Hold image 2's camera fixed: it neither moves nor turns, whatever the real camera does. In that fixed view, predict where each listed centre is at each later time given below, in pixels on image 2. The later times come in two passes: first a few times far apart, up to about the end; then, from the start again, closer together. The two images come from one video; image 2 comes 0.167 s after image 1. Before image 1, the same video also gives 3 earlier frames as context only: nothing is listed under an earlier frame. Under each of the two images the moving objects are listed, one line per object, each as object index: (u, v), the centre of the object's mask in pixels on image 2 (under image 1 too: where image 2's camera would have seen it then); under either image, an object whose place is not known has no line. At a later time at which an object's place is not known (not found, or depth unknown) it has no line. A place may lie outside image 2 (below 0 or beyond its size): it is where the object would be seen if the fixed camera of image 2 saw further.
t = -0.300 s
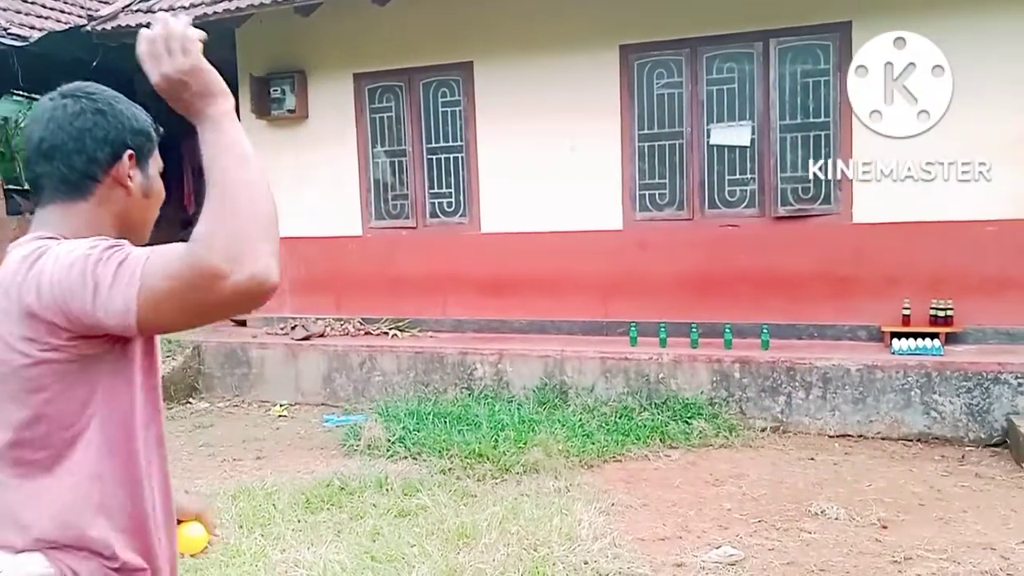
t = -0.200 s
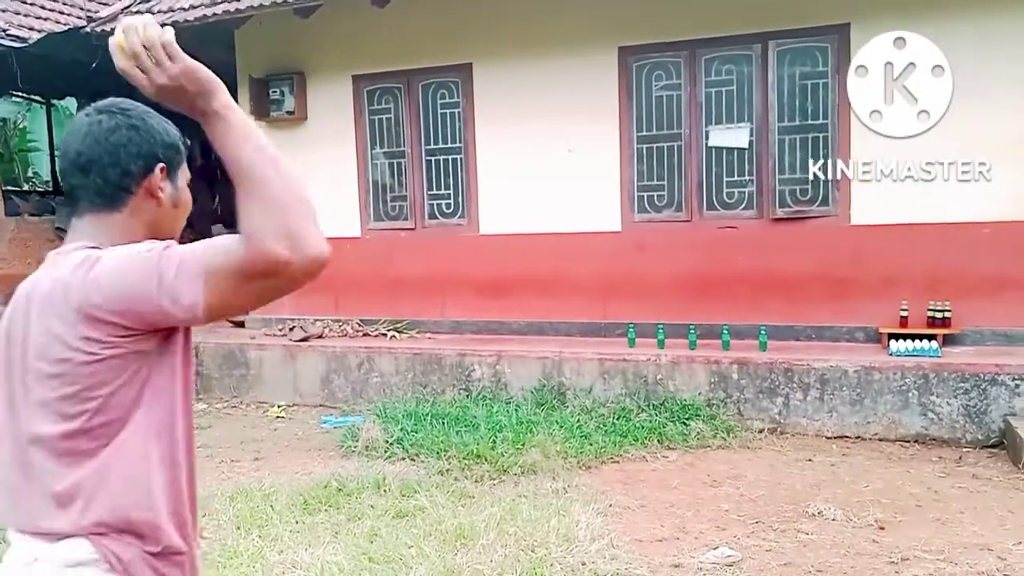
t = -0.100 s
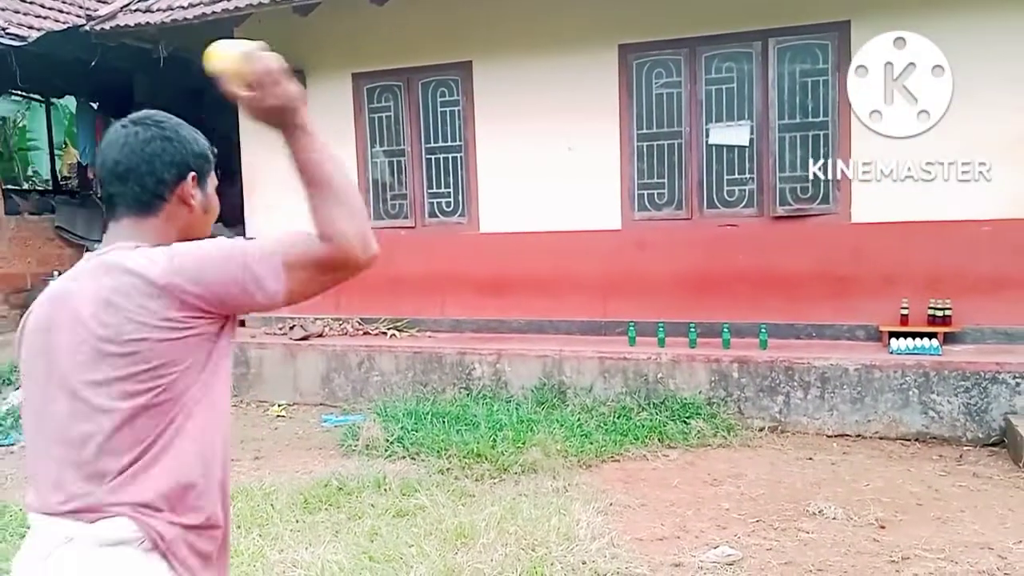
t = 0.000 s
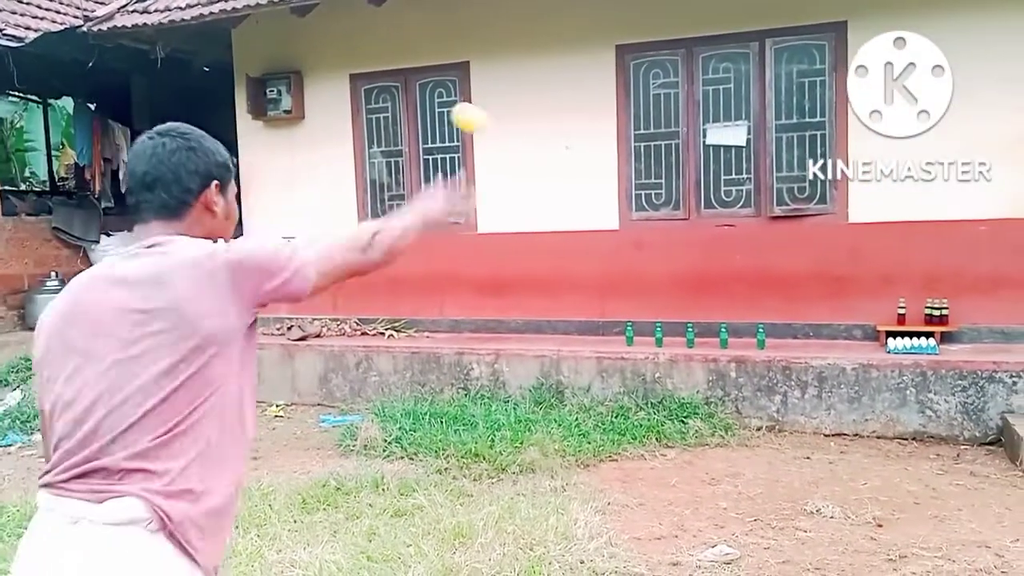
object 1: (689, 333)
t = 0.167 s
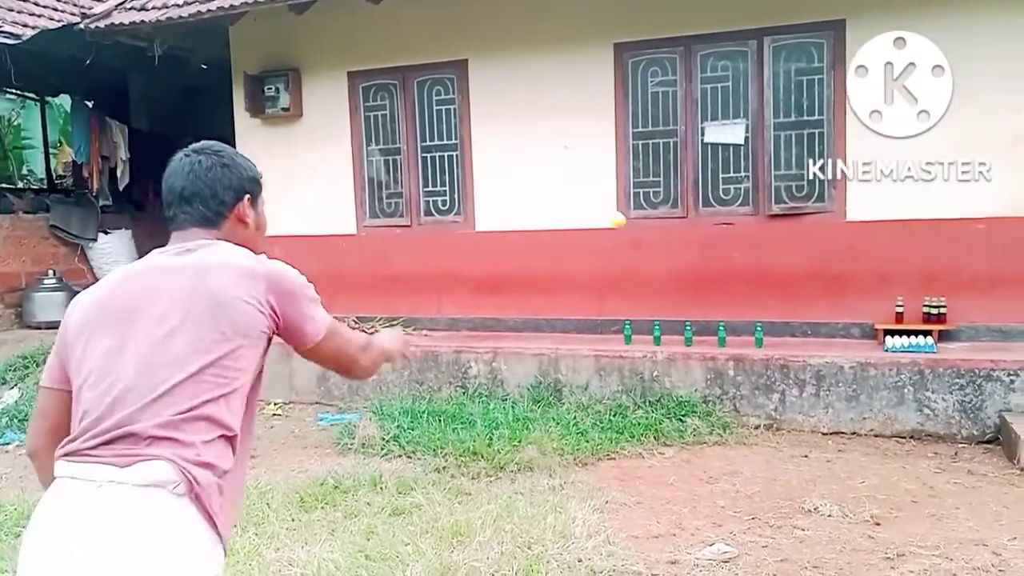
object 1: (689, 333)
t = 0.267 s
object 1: (688, 333)
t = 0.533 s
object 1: (688, 333)
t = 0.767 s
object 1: (688, 333)
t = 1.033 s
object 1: (688, 333)
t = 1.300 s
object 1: (689, 333)
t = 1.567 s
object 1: (688, 333)
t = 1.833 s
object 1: (688, 333)
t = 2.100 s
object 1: (688, 333)
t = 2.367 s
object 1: (688, 333)
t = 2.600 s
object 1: (688, 332)
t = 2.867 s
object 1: (688, 333)
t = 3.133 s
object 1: (688, 333)
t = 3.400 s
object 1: (690, 332)
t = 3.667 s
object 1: (688, 338)
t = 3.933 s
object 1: (682, 339)
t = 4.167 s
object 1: (678, 339)
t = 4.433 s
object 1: (675, 339)
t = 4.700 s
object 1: (671, 339)
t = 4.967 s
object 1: (667, 339)
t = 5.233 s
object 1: (668, 338)
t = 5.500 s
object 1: (668, 338)
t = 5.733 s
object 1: (668, 338)
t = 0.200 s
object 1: (689, 333)
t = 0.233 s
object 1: (689, 333)
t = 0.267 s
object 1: (688, 333)
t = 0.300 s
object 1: (689, 333)
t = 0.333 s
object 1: (688, 333)
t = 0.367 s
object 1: (688, 333)
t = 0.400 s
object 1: (688, 334)
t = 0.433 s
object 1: (689, 333)
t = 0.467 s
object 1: (688, 334)
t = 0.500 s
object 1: (688, 333)
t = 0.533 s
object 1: (688, 333)
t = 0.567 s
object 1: (688, 333)
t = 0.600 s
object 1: (688, 333)
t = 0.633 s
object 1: (688, 333)
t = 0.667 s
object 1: (688, 333)
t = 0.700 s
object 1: (688, 333)
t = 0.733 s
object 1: (688, 333)
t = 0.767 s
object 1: (688, 333)
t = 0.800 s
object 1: (688, 333)
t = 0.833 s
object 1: (688, 333)
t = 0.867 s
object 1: (688, 333)
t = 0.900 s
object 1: (688, 333)
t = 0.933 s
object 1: (688, 333)
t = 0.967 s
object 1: (688, 333)
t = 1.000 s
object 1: (688, 333)
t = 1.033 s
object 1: (688, 333)
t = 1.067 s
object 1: (688, 333)
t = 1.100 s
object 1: (688, 333)
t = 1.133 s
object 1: (688, 333)
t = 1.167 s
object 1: (688, 334)
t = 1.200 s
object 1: (688, 334)
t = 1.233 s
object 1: (689, 334)
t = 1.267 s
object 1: (689, 333)
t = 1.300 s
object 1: (689, 333)
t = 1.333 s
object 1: (688, 333)
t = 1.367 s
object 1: (688, 333)
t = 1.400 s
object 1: (688, 333)
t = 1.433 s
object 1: (688, 333)
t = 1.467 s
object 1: (688, 333)
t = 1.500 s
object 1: (688, 333)
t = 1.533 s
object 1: (688, 333)
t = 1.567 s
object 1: (688, 333)
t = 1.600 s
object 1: (688, 333)
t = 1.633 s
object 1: (688, 333)
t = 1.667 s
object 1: (688, 333)
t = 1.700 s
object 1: (689, 333)
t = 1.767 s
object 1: (688, 333)
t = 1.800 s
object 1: (688, 333)
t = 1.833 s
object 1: (688, 333)
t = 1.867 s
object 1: (689, 333)
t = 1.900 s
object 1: (689, 333)
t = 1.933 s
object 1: (688, 333)
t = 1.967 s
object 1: (688, 333)
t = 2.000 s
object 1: (688, 333)
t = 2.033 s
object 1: (688, 333)
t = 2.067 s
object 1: (688, 333)
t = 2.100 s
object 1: (688, 333)
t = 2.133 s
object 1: (688, 333)
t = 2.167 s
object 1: (688, 333)
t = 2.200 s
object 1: (688, 333)
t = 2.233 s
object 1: (688, 333)
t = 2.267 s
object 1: (688, 332)
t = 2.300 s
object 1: (688, 333)
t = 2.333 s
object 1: (688, 333)
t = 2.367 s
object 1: (688, 333)
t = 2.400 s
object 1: (688, 333)
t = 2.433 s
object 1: (688, 333)
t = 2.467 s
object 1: (688, 333)
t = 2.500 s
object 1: (688, 333)
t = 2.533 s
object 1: (688, 333)
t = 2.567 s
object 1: (688, 333)
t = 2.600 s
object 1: (688, 332)
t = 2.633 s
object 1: (688, 333)
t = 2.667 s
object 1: (688, 332)
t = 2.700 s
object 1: (688, 333)
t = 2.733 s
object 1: (688, 333)
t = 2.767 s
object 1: (688, 333)
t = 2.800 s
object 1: (688, 333)
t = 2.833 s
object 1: (688, 333)
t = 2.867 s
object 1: (688, 333)
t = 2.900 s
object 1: (689, 333)
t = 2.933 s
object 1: (688, 333)
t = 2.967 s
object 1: (688, 332)
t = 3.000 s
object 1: (688, 333)
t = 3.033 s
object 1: (688, 332)
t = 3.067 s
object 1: (688, 333)
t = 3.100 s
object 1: (688, 333)
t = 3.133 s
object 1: (688, 333)
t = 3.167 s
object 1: (688, 333)
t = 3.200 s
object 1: (688, 333)
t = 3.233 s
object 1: (689, 329)
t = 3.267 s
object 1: (689, 337)
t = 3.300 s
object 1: (690, 332)
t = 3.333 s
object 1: (690, 332)
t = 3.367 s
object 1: (690, 332)
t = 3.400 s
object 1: (690, 332)
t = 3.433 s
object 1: (690, 332)
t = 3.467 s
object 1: (689, 332)
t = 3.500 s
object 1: (689, 332)
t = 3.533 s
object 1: (689, 332)
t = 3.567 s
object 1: (689, 335)
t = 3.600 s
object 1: (688, 338)
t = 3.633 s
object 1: (688, 338)
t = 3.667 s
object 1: (688, 338)
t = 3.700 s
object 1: (687, 338)
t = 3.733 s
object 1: (687, 338)
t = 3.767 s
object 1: (686, 339)
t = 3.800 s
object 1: (685, 339)
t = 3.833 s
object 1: (684, 339)
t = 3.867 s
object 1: (684, 339)
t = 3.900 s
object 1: (683, 339)
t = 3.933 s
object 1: (682, 339)
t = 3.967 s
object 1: (682, 339)
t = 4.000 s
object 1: (681, 339)
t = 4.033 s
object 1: (680, 339)
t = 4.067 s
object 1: (680, 339)
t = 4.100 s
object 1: (679, 339)
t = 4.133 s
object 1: (679, 339)
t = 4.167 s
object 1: (678, 339)
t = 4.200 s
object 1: (678, 339)
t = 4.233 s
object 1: (677, 339)
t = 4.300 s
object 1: (676, 339)
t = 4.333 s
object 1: (676, 339)
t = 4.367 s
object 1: (675, 339)
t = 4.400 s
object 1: (675, 339)
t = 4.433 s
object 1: (675, 339)
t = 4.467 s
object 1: (674, 339)
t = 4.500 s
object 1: (674, 339)
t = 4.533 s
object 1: (673, 339)
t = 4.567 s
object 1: (673, 339)
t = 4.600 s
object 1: (672, 339)
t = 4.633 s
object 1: (671, 339)
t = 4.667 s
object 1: (671, 339)
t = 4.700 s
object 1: (671, 339)
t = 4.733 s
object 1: (670, 339)
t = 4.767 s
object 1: (669, 339)
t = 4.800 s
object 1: (669, 339)
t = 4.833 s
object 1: (669, 339)
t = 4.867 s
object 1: (668, 339)
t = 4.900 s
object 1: (667, 339)
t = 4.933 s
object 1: (667, 339)
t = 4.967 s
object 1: (667, 339)
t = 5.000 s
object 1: (667, 339)
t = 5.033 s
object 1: (667, 338)
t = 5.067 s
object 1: (667, 338)
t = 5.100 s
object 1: (667, 338)
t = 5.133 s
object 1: (667, 338)
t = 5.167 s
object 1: (667, 338)
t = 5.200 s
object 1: (667, 338)
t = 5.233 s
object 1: (668, 338)
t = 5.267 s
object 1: (667, 338)
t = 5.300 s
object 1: (667, 338)
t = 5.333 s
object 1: (668, 338)
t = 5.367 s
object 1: (668, 338)
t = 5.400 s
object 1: (668, 338)
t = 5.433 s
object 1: (668, 338)
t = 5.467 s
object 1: (668, 338)
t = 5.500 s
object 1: (668, 338)
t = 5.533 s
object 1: (668, 338)
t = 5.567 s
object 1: (668, 338)
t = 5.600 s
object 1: (668, 338)
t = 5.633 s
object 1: (668, 338)
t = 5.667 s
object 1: (668, 338)
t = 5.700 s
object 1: (668, 338)
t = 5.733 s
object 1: (668, 338)
